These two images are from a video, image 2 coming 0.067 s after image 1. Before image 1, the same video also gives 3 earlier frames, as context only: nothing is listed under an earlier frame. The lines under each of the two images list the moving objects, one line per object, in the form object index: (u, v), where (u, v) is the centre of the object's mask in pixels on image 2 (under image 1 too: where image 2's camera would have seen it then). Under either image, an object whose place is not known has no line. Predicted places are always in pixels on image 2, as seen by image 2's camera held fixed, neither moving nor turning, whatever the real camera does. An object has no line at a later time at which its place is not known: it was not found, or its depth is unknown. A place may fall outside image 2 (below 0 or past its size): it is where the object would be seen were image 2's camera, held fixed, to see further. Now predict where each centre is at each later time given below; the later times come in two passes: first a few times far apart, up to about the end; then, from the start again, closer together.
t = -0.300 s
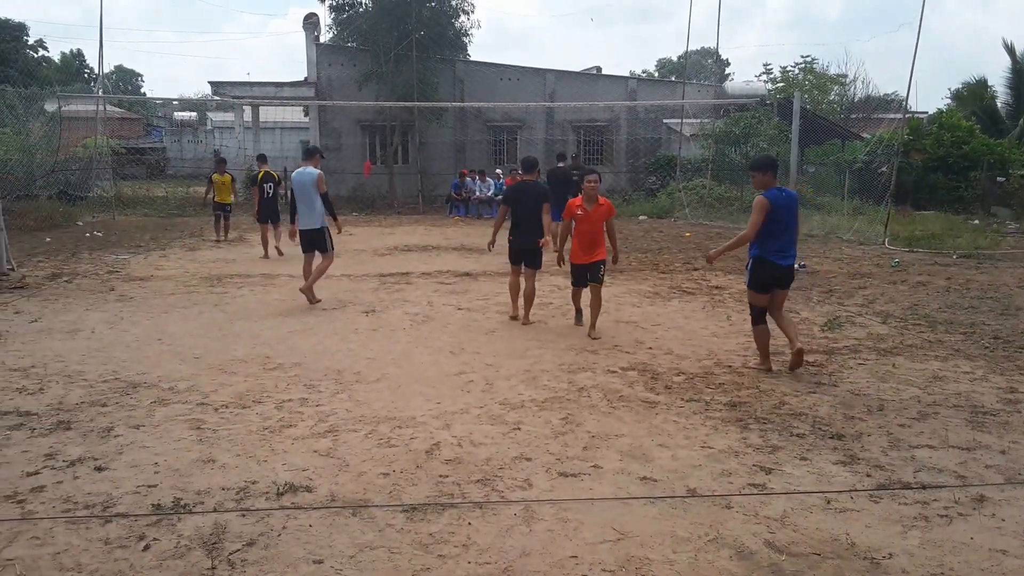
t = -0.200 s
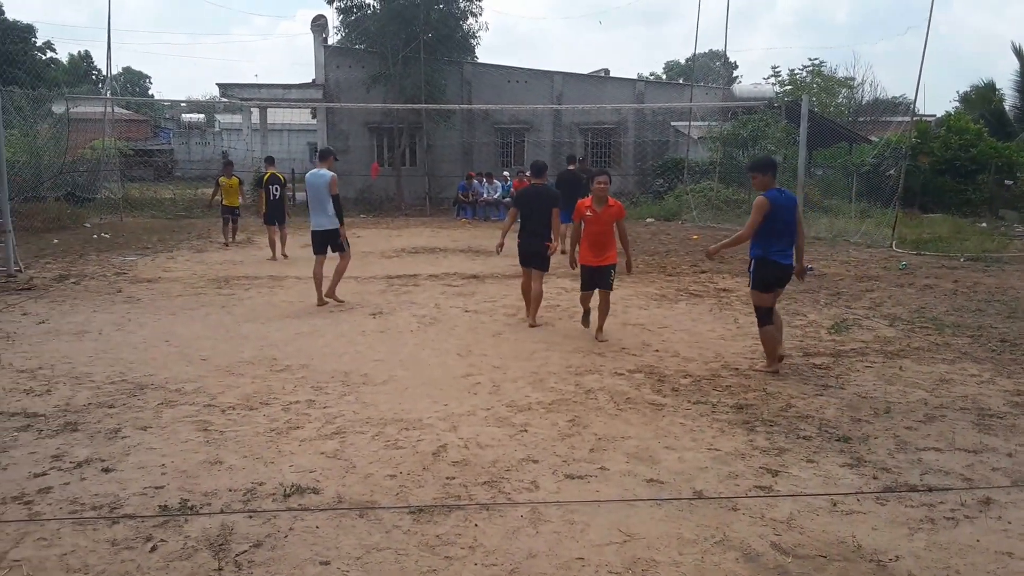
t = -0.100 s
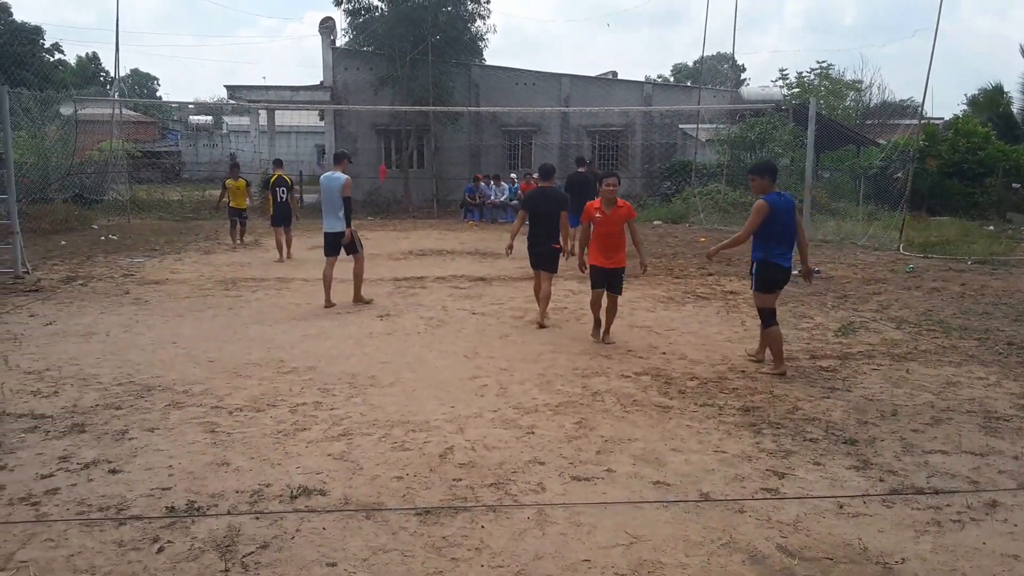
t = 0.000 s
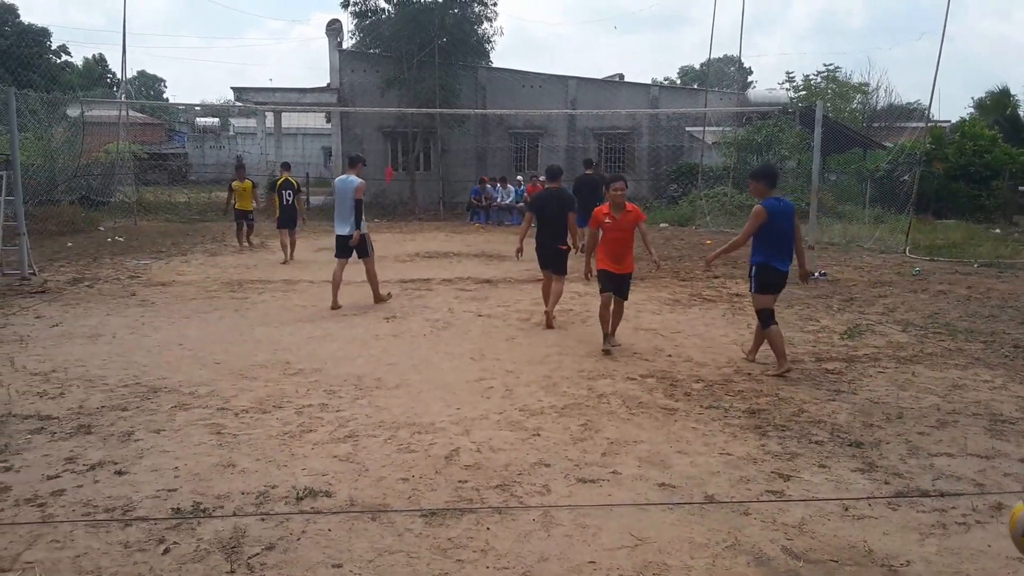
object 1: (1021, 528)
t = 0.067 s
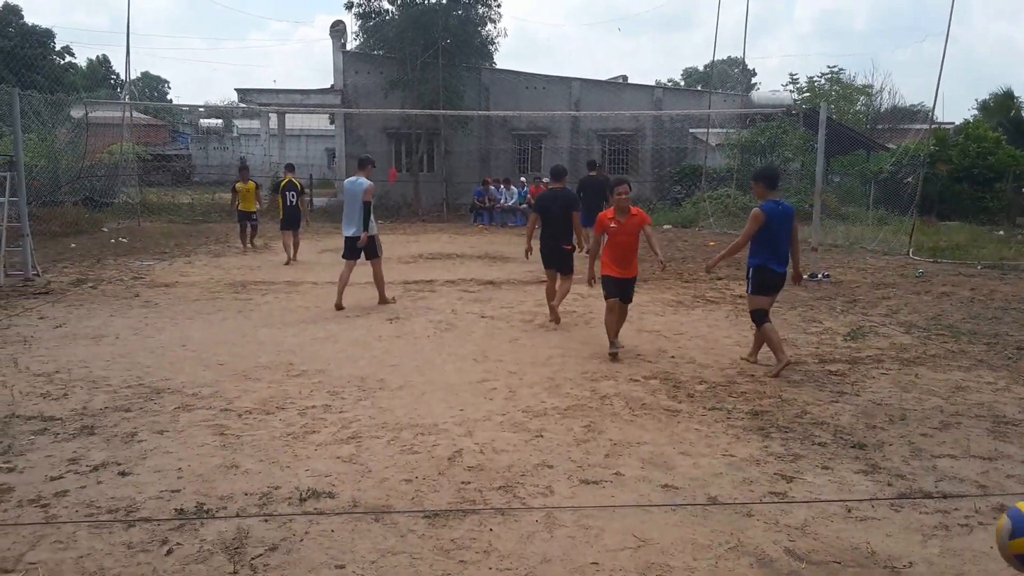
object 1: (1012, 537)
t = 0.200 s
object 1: (994, 567)
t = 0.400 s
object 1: (969, 564)
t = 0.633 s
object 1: (964, 534)
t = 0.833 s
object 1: (944, 582)
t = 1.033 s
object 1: (960, 531)
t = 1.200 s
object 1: (965, 547)
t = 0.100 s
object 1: (1007, 544)
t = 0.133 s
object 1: (1002, 551)
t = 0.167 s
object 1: (997, 558)
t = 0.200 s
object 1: (994, 567)
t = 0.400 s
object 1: (969, 564)
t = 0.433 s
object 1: (971, 557)
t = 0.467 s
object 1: (971, 551)
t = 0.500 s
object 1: (971, 545)
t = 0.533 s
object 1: (969, 538)
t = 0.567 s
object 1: (968, 533)
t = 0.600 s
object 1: (966, 532)
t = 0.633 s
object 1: (964, 534)
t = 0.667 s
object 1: (961, 539)
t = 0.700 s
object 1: (959, 547)
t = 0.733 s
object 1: (956, 556)
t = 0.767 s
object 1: (952, 565)
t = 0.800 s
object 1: (948, 574)
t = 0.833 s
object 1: (944, 582)
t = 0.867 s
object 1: (949, 575)
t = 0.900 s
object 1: (952, 568)
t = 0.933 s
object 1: (954, 554)
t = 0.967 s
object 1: (957, 543)
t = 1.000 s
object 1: (959, 536)
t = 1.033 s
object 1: (960, 531)
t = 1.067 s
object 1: (962, 529)
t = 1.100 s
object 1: (963, 529)
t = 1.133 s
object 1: (964, 532)
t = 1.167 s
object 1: (965, 538)
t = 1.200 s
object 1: (965, 547)
